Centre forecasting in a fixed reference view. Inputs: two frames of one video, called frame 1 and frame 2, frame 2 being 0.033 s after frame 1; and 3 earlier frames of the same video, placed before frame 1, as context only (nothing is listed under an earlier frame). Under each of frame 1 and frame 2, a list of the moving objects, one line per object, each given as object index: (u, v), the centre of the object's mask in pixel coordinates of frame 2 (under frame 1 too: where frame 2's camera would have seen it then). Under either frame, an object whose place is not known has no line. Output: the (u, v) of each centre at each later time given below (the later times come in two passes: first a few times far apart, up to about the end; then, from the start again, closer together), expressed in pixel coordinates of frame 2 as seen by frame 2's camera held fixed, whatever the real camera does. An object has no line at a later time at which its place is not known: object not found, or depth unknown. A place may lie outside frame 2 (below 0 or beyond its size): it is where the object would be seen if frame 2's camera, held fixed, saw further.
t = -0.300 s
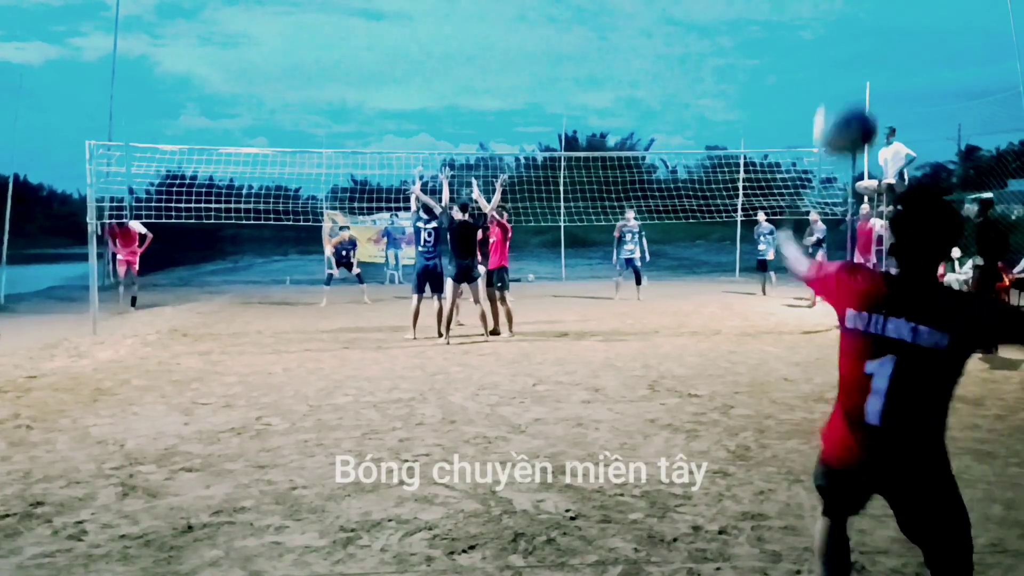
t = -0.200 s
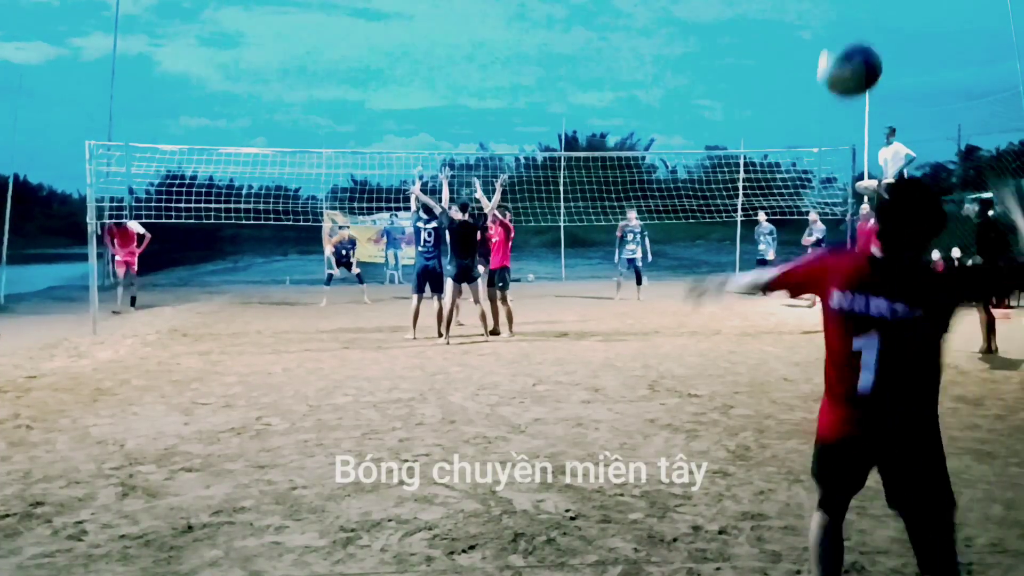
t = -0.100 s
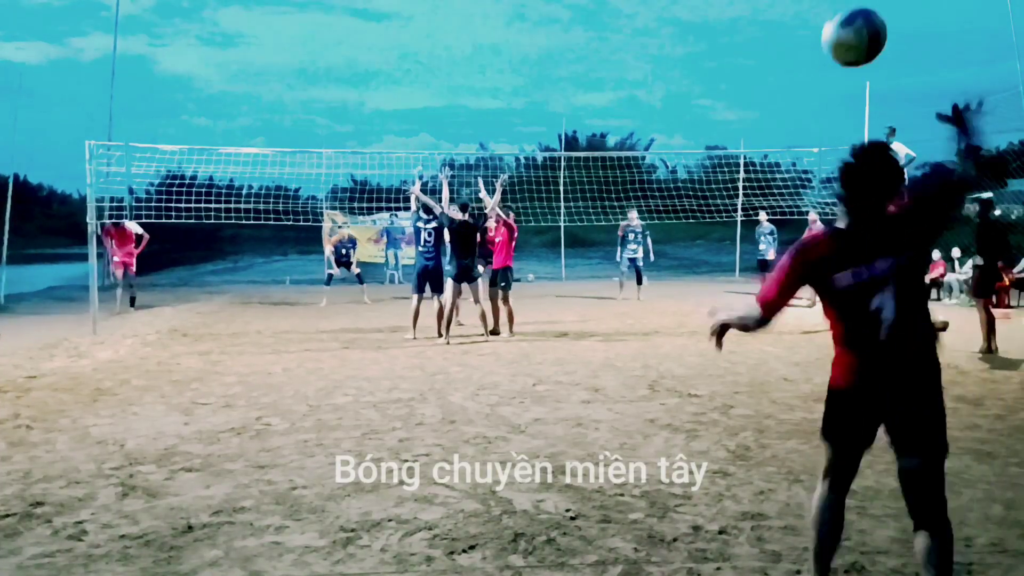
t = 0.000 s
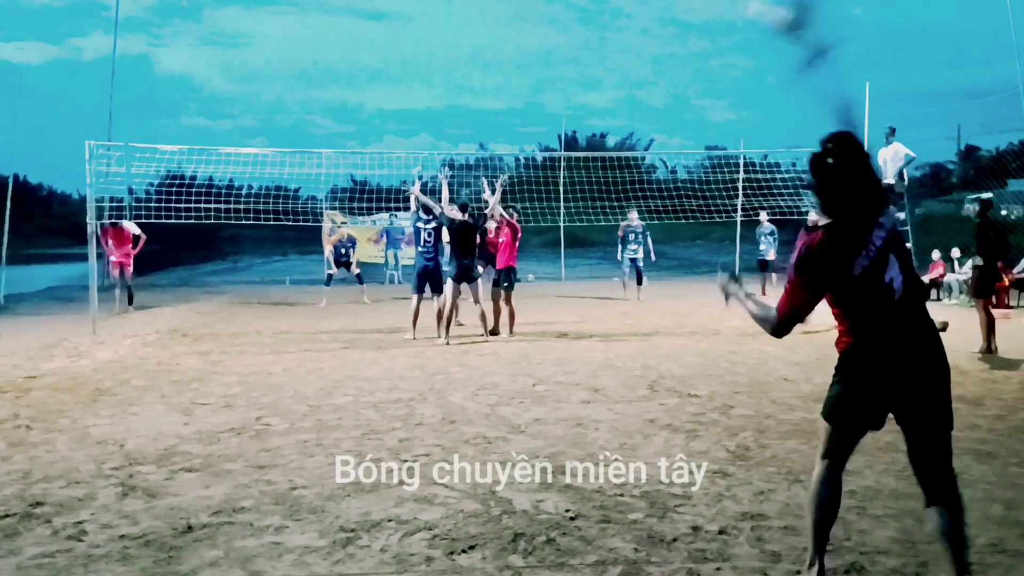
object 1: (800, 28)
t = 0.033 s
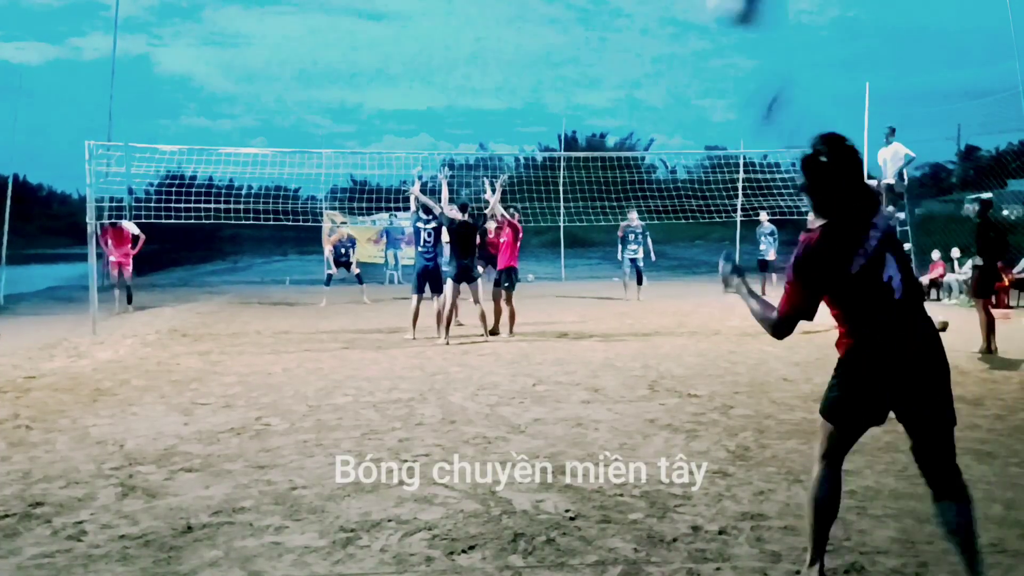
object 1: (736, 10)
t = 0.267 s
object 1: (568, 8)
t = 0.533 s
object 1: (491, 50)
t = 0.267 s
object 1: (568, 8)
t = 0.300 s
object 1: (554, 11)
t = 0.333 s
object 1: (536, 15)
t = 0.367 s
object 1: (526, 19)
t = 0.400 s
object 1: (517, 25)
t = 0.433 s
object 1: (508, 31)
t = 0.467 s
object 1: (501, 37)
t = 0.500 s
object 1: (495, 44)
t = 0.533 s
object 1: (491, 50)
